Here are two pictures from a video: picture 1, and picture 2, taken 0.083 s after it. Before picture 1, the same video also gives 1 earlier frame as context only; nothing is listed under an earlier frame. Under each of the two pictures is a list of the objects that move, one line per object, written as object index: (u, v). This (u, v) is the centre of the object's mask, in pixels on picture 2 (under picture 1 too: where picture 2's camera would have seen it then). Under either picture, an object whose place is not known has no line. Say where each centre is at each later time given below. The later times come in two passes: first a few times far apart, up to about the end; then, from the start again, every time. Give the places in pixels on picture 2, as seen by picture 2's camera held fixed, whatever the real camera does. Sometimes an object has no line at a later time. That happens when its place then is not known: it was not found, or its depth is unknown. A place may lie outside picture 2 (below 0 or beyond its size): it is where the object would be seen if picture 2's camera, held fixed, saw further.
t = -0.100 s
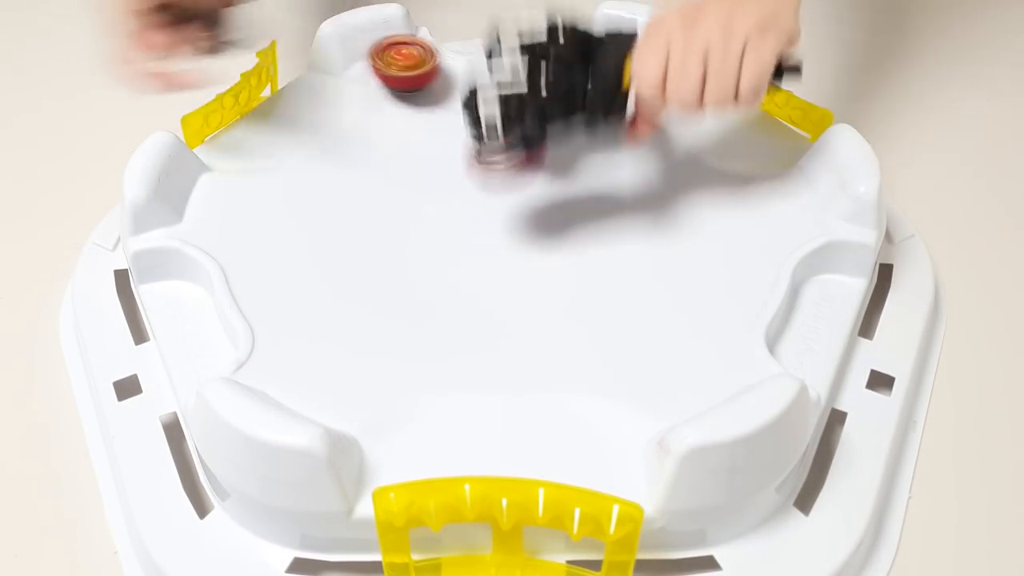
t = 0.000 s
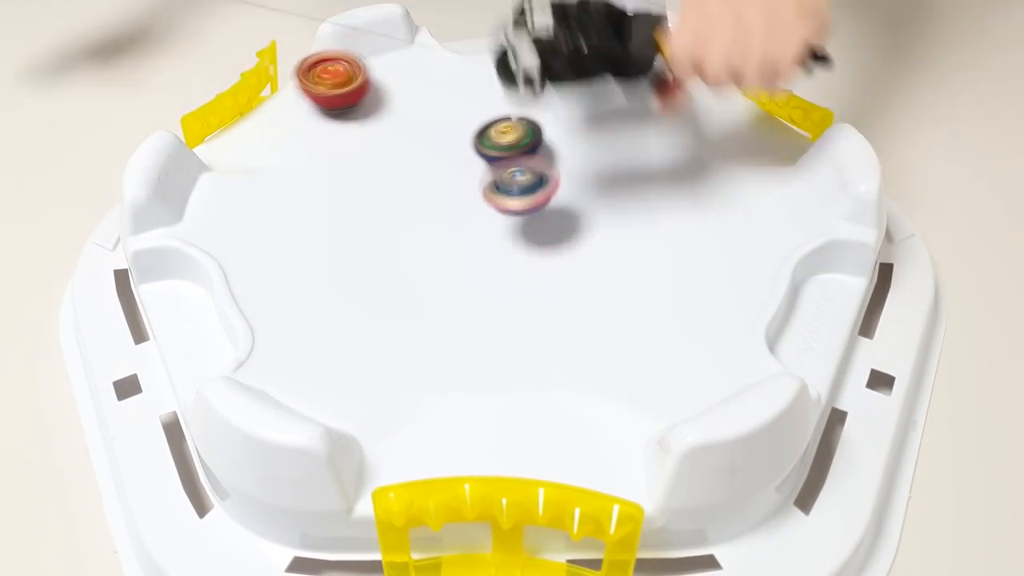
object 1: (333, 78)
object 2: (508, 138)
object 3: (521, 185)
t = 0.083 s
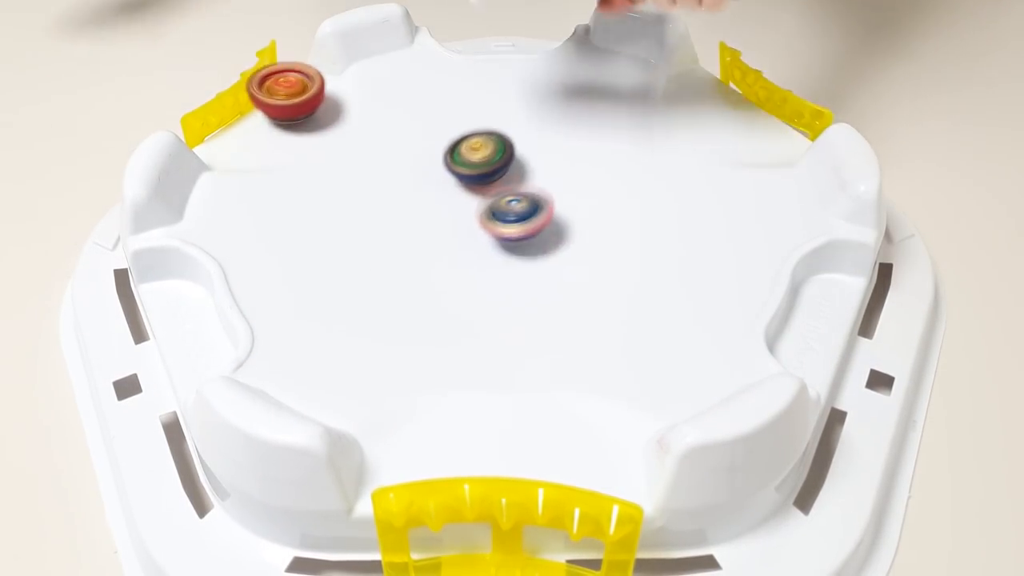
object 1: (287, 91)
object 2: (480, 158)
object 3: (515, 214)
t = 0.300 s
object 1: (271, 118)
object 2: (478, 202)
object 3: (460, 273)
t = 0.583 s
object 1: (324, 181)
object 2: (509, 216)
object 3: (671, 330)
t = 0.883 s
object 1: (594, 279)
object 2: (503, 208)
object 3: (595, 100)
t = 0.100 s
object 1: (281, 94)
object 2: (476, 161)
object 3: (512, 215)
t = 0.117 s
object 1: (277, 96)
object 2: (473, 165)
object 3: (507, 218)
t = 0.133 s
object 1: (274, 98)
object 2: (470, 169)
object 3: (504, 226)
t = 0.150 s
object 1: (273, 99)
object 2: (468, 172)
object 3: (499, 229)
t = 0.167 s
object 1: (272, 103)
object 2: (468, 175)
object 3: (494, 229)
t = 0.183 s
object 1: (272, 103)
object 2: (467, 178)
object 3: (487, 233)
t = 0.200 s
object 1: (271, 105)
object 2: (467, 182)
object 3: (483, 239)
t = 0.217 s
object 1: (271, 108)
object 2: (467, 185)
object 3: (477, 242)
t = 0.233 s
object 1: (270, 109)
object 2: (468, 189)
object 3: (473, 248)
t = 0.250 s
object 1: (270, 112)
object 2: (470, 192)
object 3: (468, 255)
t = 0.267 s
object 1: (271, 114)
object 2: (472, 196)
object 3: (465, 260)
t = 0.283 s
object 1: (271, 116)
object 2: (474, 200)
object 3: (461, 266)
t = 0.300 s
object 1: (271, 118)
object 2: (478, 202)
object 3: (460, 273)
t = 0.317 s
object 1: (272, 120)
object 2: (481, 206)
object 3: (459, 280)
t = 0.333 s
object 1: (272, 123)
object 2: (483, 208)
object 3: (460, 287)
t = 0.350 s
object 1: (273, 125)
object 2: (486, 211)
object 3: (463, 294)
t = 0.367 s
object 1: (274, 127)
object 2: (489, 212)
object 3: (467, 301)
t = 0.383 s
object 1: (276, 129)
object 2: (492, 214)
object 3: (473, 307)
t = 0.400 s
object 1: (277, 132)
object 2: (494, 215)
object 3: (481, 315)
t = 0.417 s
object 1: (279, 134)
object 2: (497, 216)
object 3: (491, 322)
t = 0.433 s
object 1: (281, 137)
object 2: (499, 217)
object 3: (504, 329)
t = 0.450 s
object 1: (283, 139)
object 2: (500, 217)
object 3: (518, 334)
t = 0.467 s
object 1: (287, 141)
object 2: (502, 217)
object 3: (533, 341)
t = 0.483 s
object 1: (292, 144)
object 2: (503, 217)
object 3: (551, 343)
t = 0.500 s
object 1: (297, 148)
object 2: (505, 217)
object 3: (571, 347)
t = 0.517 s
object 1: (302, 154)
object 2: (506, 217)
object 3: (591, 348)
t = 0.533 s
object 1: (307, 160)
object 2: (507, 217)
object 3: (612, 346)
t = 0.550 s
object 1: (313, 166)
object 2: (508, 216)
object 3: (632, 343)
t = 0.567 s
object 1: (318, 173)
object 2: (508, 216)
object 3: (652, 338)
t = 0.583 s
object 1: (324, 181)
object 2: (509, 216)
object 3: (671, 330)
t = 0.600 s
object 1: (329, 189)
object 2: (510, 215)
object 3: (690, 321)
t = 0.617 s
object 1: (335, 199)
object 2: (510, 215)
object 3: (706, 311)
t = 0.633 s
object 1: (342, 209)
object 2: (510, 214)
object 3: (719, 299)
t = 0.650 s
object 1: (349, 219)
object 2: (511, 214)
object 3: (730, 285)
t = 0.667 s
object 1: (358, 230)
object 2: (510, 213)
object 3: (738, 271)
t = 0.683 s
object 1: (369, 241)
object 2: (511, 213)
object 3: (743, 256)
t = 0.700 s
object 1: (382, 252)
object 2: (511, 213)
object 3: (744, 241)
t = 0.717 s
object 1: (395, 262)
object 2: (510, 212)
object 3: (742, 226)
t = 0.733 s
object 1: (410, 270)
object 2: (510, 212)
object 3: (737, 208)
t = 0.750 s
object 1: (428, 278)
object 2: (509, 212)
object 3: (730, 194)
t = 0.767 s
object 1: (448, 285)
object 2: (509, 212)
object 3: (721, 180)
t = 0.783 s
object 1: (468, 290)
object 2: (509, 211)
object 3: (708, 168)
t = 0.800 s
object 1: (489, 293)
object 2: (509, 211)
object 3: (694, 156)
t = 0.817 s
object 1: (511, 294)
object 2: (508, 210)
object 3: (677, 142)
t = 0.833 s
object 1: (533, 294)
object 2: (507, 210)
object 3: (659, 132)
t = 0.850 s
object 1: (554, 290)
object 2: (505, 209)
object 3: (639, 120)
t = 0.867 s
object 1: (575, 285)
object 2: (504, 209)
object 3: (617, 109)
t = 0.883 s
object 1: (594, 279)
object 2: (503, 208)
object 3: (595, 100)
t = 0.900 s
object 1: (611, 270)
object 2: (503, 207)
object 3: (572, 93)
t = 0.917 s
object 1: (627, 261)
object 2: (503, 207)
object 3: (547, 86)
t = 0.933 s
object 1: (641, 251)
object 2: (502, 206)
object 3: (522, 80)
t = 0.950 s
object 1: (653, 239)
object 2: (502, 206)
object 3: (495, 74)
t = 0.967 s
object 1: (664, 227)
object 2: (502, 206)
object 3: (469, 68)
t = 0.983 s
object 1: (672, 216)
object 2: (501, 206)
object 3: (443, 65)
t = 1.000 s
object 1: (679, 203)
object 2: (501, 206)
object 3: (416, 63)
